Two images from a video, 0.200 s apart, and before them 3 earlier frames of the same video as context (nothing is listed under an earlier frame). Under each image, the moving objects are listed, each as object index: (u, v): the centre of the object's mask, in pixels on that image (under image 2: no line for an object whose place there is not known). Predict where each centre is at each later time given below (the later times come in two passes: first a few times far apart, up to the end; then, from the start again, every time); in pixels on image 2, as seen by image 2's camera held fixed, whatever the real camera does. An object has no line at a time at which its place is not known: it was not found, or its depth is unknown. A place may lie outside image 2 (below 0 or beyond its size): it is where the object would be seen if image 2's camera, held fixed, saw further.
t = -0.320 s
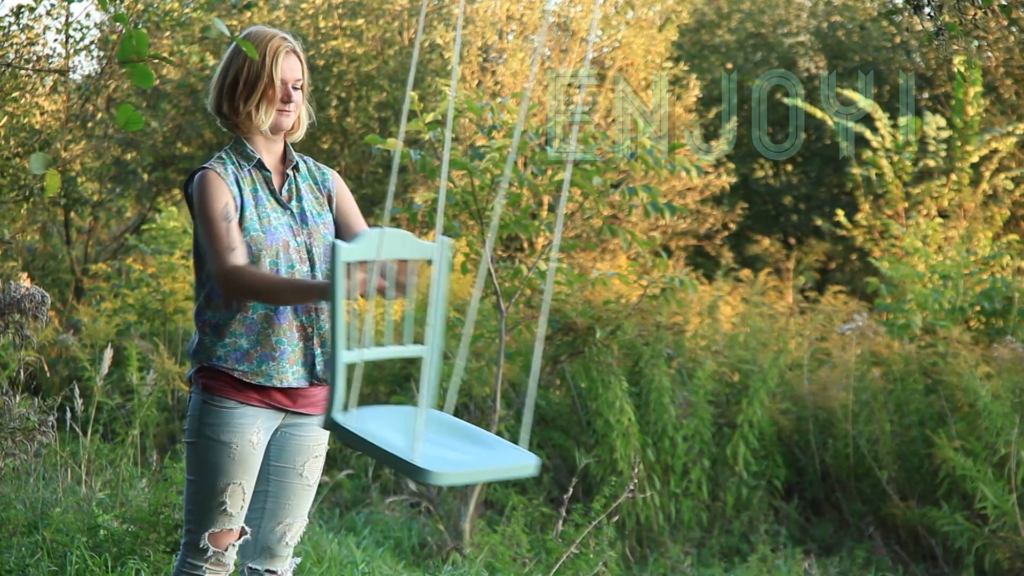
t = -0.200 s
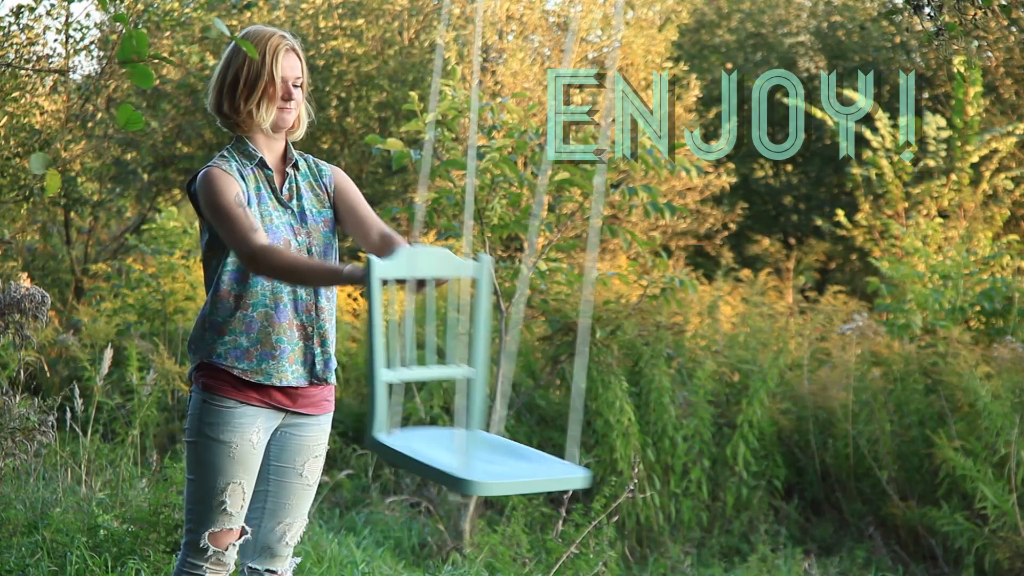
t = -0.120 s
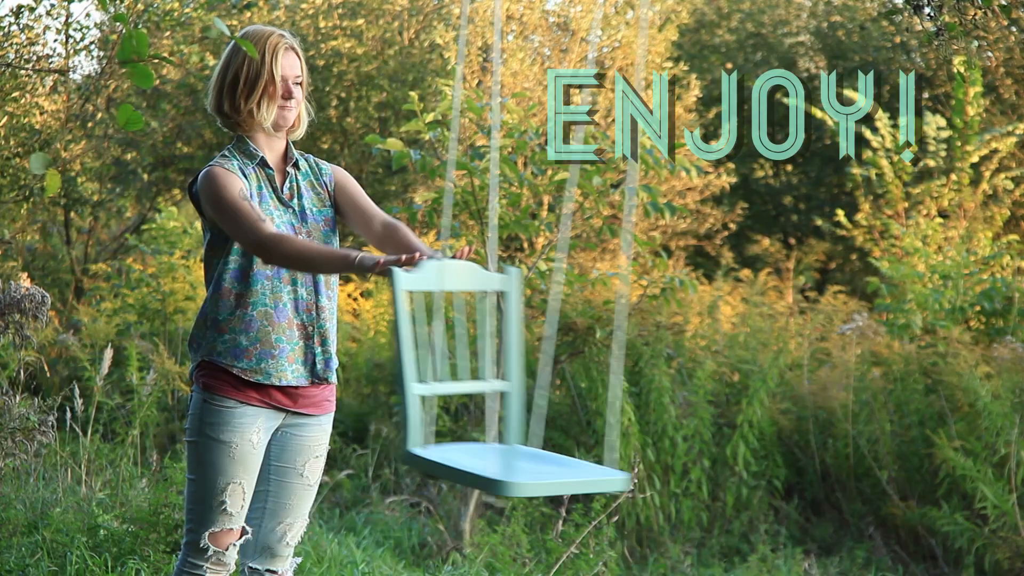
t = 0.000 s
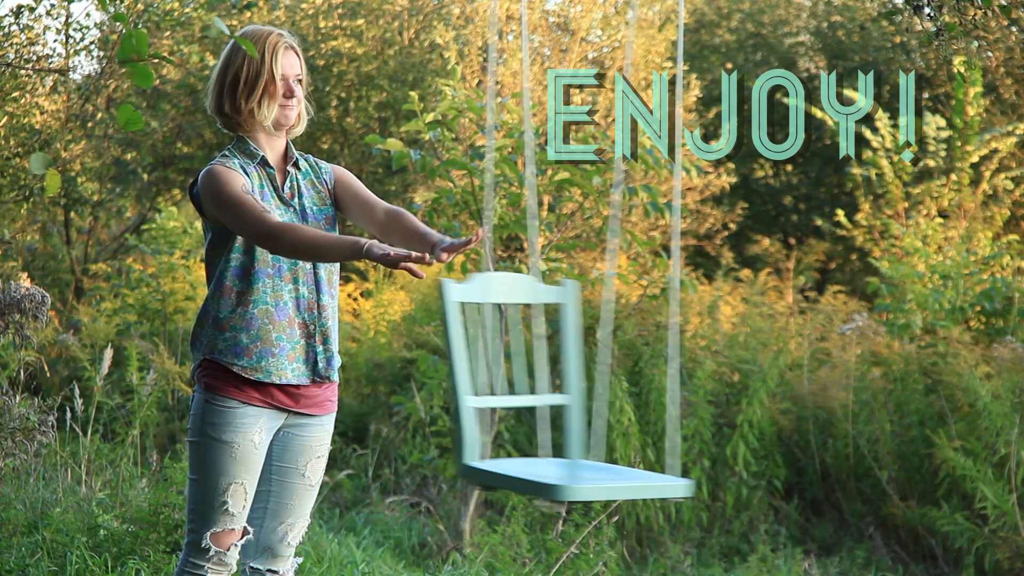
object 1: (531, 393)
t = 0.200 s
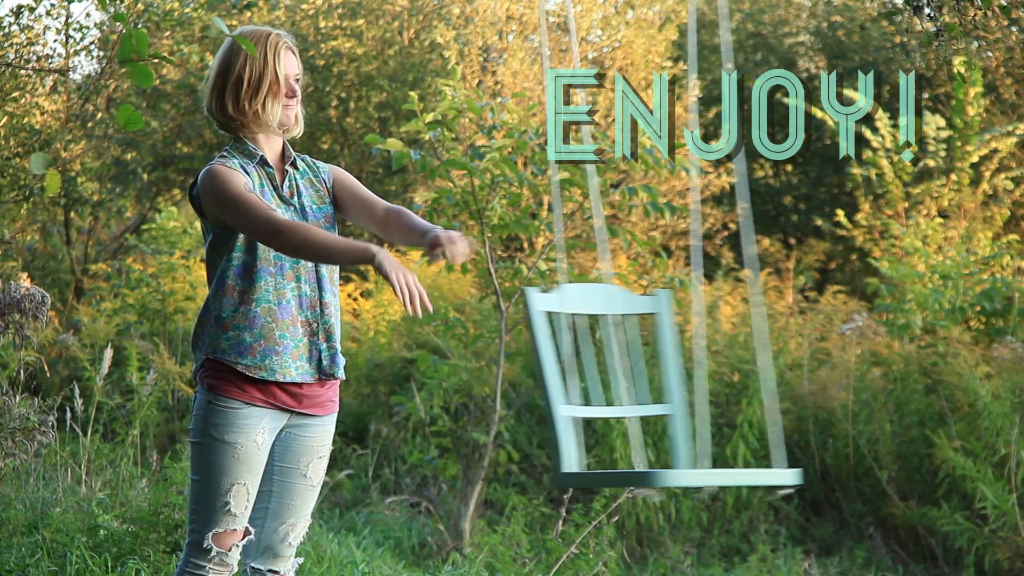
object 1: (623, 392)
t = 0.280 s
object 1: (660, 391)
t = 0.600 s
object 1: (759, 380)
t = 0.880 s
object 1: (758, 394)
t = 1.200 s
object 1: (645, 391)
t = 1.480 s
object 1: (521, 389)
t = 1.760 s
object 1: (416, 363)
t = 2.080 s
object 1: (353, 338)
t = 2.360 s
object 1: (366, 348)
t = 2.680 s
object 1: (455, 381)
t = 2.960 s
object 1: (572, 394)
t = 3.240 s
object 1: (687, 388)
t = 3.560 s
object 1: (750, 382)
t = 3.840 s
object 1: (714, 388)
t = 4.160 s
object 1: (598, 393)
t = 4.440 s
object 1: (485, 382)
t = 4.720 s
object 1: (398, 356)
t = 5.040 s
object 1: (361, 344)
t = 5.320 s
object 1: (394, 362)
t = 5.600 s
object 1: (481, 387)
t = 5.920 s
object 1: (609, 392)
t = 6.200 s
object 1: (704, 387)
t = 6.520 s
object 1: (730, 386)
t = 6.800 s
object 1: (671, 390)
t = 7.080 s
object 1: (570, 392)
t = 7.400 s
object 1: (453, 373)
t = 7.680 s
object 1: (386, 353)
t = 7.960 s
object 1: (372, 351)
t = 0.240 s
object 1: (642, 391)
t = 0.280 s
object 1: (660, 391)
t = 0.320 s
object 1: (677, 390)
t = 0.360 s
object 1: (694, 389)
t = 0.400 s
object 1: (709, 387)
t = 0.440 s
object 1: (722, 386)
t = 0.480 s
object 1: (735, 384)
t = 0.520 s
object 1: (745, 383)
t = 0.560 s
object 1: (753, 381)
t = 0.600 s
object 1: (759, 380)
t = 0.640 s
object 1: (770, 391)
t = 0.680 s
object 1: (766, 379)
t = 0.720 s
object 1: (768, 379)
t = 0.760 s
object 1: (767, 379)
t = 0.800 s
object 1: (769, 391)
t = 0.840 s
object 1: (765, 391)
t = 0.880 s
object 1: (758, 394)
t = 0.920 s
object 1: (745, 384)
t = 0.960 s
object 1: (745, 381)
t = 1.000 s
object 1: (723, 387)
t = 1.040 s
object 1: (709, 388)
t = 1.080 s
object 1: (695, 389)
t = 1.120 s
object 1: (678, 390)
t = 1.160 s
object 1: (662, 391)
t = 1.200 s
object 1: (645, 391)
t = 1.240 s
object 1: (627, 393)
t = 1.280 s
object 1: (610, 393)
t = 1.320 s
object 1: (593, 394)
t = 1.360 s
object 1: (574, 394)
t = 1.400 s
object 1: (557, 393)
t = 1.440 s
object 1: (539, 391)
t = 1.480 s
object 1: (521, 389)
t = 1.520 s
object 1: (505, 387)
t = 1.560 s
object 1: (488, 383)
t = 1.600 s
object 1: (472, 380)
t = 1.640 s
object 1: (457, 376)
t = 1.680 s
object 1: (442, 372)
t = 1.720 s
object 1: (429, 367)
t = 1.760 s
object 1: (416, 363)
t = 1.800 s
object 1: (404, 358)
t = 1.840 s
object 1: (394, 354)
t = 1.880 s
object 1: (384, 351)
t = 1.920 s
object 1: (376, 347)
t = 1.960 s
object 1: (368, 343)
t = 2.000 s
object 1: (362, 341)
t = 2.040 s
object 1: (357, 339)
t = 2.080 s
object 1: (353, 338)
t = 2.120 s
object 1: (351, 337)
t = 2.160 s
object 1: (350, 337)
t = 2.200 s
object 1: (351, 338)
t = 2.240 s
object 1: (353, 340)
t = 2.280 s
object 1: (356, 342)
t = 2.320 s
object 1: (360, 344)
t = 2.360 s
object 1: (366, 348)
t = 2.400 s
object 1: (374, 352)
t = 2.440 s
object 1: (382, 356)
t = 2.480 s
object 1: (391, 360)
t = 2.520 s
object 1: (402, 365)
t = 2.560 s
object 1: (413, 369)
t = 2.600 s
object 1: (426, 374)
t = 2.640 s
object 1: (440, 378)
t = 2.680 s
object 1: (455, 381)
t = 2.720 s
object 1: (470, 385)
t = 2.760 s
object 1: (486, 388)
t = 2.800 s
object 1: (503, 390)
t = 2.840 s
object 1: (519, 392)
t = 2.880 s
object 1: (537, 394)
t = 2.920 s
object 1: (554, 394)
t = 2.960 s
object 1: (572, 394)
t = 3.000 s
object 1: (589, 394)
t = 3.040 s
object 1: (607, 393)
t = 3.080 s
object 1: (623, 392)
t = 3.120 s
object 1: (640, 391)
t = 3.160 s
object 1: (657, 390)
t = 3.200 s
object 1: (672, 389)
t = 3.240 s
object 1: (687, 388)
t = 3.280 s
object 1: (701, 388)
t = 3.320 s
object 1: (713, 387)
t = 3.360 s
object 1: (724, 386)
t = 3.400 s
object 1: (732, 385)
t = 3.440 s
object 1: (739, 383)
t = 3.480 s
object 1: (744, 383)
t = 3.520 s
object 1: (748, 382)
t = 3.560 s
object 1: (750, 382)
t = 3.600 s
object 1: (750, 382)
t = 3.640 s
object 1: (748, 383)
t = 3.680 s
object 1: (745, 384)
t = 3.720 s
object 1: (740, 384)
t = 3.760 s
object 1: (733, 386)
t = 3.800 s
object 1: (725, 386)
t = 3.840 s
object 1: (714, 388)
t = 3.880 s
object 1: (703, 388)
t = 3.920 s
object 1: (691, 389)
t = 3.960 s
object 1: (676, 390)
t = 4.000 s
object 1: (662, 390)
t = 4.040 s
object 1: (646, 391)
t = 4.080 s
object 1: (630, 392)
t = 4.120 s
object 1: (614, 393)
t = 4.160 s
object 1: (598, 393)
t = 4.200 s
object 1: (582, 393)
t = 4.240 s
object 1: (565, 392)
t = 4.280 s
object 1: (548, 392)
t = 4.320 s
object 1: (532, 390)
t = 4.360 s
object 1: (516, 388)
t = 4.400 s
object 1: (500, 385)
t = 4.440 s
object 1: (485, 382)
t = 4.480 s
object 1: (470, 378)
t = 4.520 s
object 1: (456, 375)
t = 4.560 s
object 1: (442, 371)
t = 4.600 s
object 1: (430, 367)
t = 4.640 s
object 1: (418, 363)
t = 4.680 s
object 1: (407, 359)
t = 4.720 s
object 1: (398, 356)
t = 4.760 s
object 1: (389, 353)
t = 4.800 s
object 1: (382, 350)
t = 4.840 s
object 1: (375, 347)
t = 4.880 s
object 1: (370, 345)
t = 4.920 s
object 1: (366, 344)
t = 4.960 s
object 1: (363, 343)
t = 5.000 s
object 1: (362, 343)
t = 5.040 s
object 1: (361, 344)
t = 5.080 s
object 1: (362, 345)
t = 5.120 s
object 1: (364, 347)
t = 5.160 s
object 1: (368, 349)
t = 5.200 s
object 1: (373, 352)
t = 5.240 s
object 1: (379, 355)
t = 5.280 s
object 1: (386, 359)
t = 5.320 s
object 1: (394, 362)
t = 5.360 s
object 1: (404, 366)
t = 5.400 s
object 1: (415, 370)
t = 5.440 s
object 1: (426, 374)
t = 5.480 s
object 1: (438, 378)
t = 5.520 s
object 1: (452, 381)
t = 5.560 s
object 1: (466, 384)
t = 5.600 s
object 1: (481, 387)
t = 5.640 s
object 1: (496, 390)
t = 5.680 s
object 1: (512, 391)
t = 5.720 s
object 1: (528, 393)
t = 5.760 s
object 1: (544, 394)
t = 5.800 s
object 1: (561, 394)
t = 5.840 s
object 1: (577, 394)
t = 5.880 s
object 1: (593, 393)
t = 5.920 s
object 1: (609, 392)
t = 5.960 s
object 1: (624, 391)
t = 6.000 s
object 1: (640, 390)
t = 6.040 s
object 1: (655, 390)
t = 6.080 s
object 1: (669, 389)
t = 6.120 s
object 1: (682, 388)
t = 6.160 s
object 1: (694, 388)
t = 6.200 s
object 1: (704, 387)
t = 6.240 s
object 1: (713, 387)
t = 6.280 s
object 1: (720, 385)
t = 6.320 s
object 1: (726, 385)
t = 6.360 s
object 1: (730, 385)
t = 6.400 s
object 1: (732, 384)
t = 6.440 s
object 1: (733, 384)
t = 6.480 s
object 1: (732, 385)
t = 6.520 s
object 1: (730, 386)
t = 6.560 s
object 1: (726, 386)
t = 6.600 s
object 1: (720, 387)
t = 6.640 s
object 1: (713, 388)
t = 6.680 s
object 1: (704, 388)
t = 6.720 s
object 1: (694, 389)
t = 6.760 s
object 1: (683, 390)
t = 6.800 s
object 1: (671, 390)
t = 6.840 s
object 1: (658, 390)
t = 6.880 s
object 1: (644, 391)
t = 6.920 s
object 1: (629, 391)
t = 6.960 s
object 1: (615, 392)
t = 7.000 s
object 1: (600, 393)
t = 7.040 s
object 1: (585, 393)
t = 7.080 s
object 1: (570, 392)
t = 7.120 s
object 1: (554, 392)
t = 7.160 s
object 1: (538, 390)
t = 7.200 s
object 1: (523, 388)
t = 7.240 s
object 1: (508, 386)
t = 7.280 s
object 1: (494, 383)
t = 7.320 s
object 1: (480, 380)
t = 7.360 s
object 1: (467, 377)
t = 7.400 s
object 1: (453, 373)
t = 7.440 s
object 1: (441, 370)
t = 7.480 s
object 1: (430, 368)
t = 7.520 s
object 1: (419, 363)
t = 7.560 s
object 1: (410, 360)
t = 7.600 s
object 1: (401, 357)
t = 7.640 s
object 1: (393, 355)
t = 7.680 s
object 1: (386, 353)
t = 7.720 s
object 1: (381, 351)
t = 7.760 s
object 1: (377, 350)
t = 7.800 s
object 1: (374, 349)
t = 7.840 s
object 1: (372, 349)
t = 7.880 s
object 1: (371, 349)
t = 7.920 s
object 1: (371, 350)
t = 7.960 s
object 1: (372, 351)
